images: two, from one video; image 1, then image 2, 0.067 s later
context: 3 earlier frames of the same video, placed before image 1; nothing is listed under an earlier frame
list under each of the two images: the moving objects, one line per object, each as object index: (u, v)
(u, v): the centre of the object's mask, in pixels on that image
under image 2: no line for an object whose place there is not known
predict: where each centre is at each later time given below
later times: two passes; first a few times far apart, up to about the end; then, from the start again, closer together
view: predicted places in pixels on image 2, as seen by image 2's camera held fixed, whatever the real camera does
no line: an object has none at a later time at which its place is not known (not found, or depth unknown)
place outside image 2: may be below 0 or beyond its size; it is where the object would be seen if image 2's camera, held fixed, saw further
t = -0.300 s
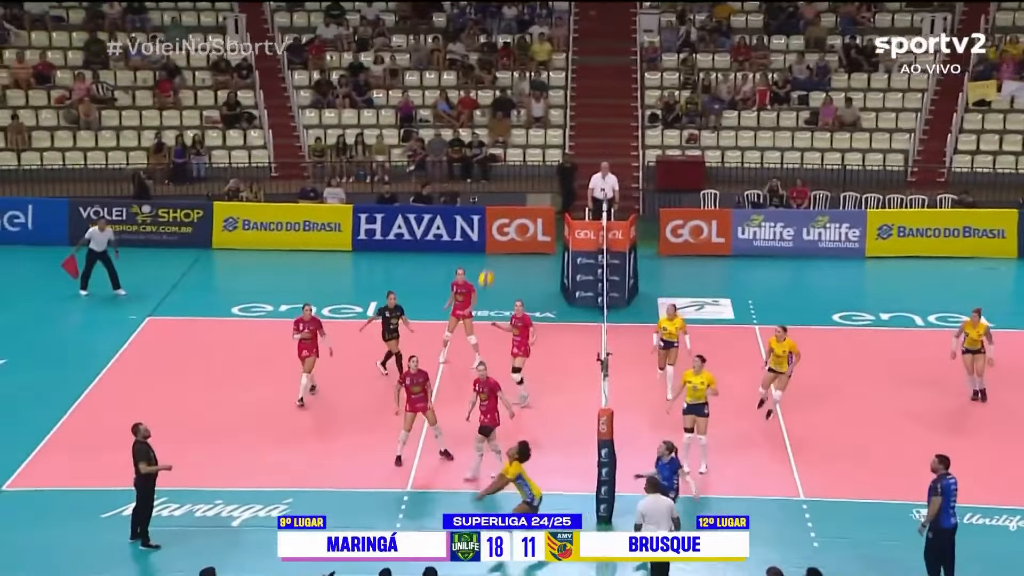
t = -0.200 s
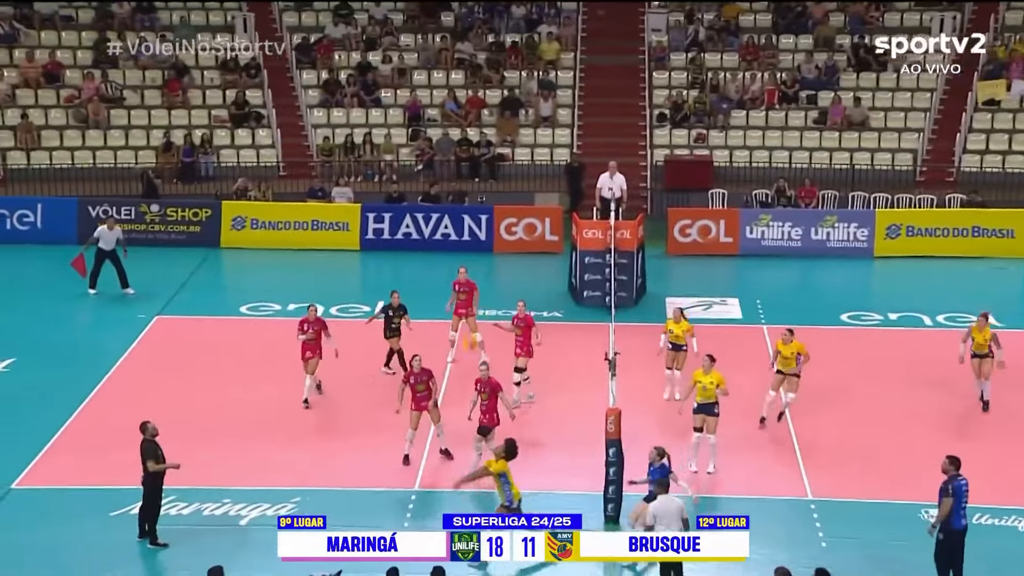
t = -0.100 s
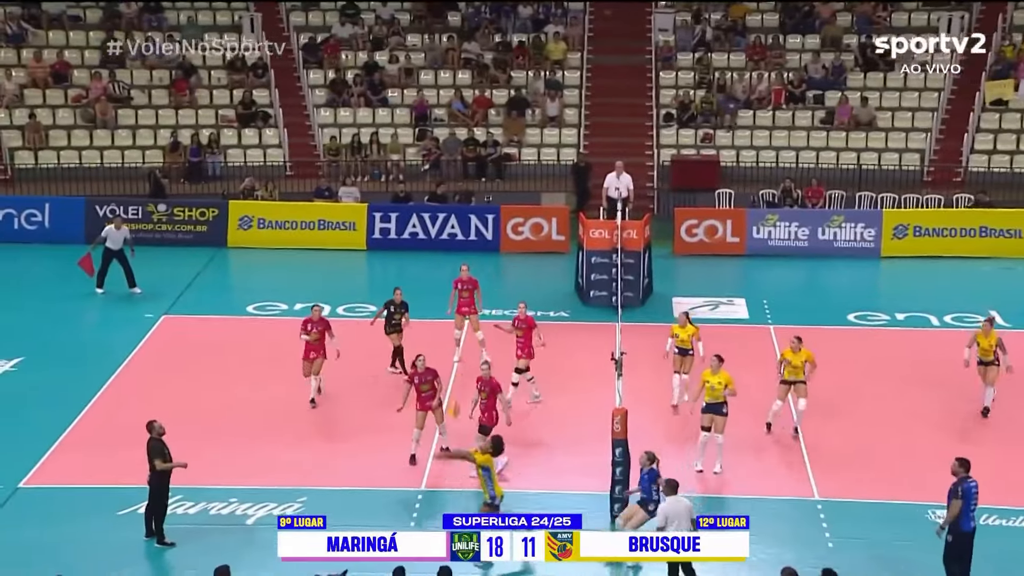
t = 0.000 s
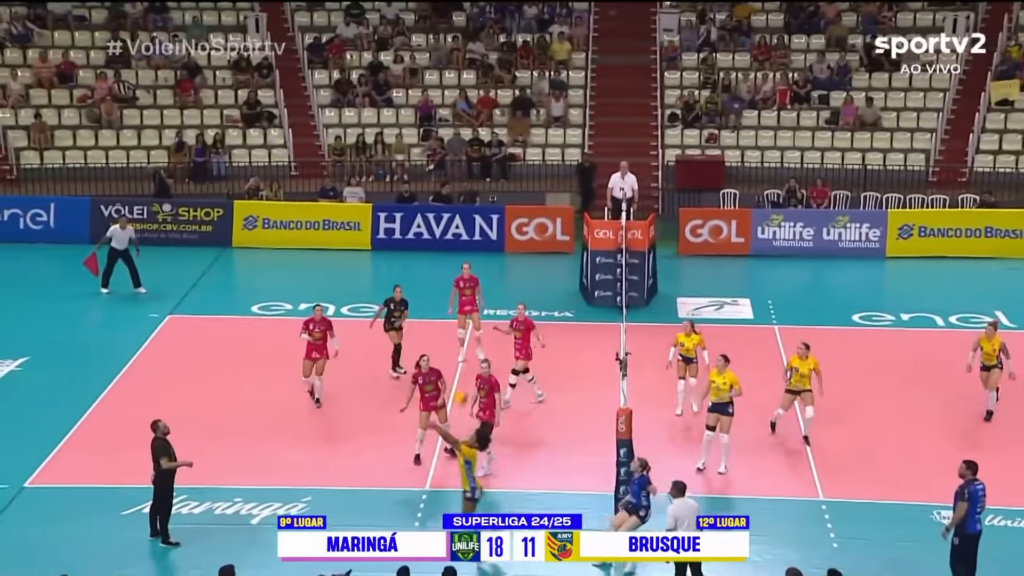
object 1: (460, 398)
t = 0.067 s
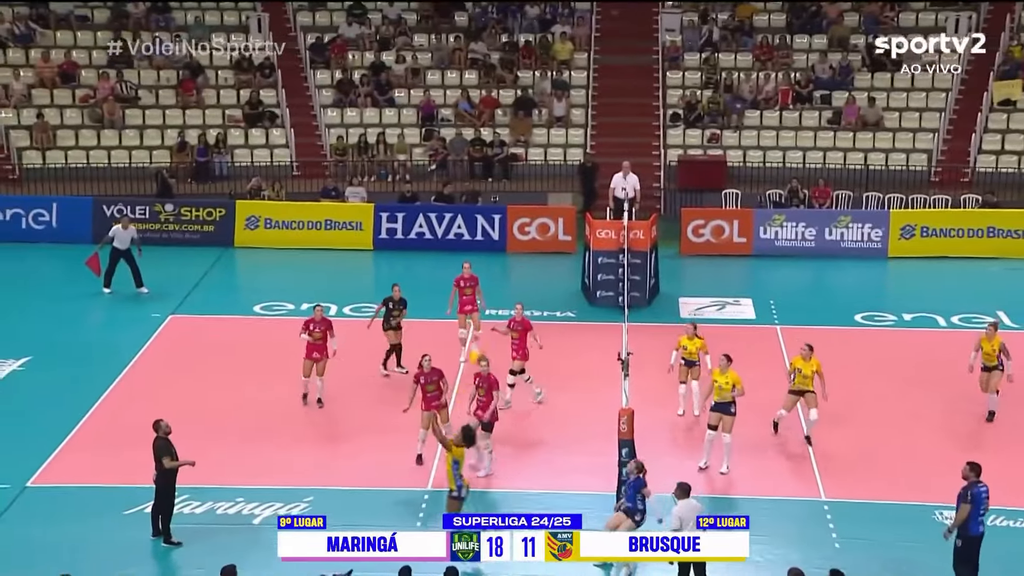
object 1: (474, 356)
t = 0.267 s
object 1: (518, 250)
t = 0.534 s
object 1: (578, 156)
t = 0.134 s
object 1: (489, 316)
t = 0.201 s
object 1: (505, 282)
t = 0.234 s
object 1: (512, 265)
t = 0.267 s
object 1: (518, 250)
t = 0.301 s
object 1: (525, 236)
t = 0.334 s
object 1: (534, 221)
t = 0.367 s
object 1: (541, 209)
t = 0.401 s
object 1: (549, 196)
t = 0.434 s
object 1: (557, 184)
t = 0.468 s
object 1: (564, 174)
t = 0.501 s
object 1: (571, 165)
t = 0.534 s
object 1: (578, 156)
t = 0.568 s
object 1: (588, 149)
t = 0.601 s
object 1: (594, 141)
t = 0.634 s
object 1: (602, 135)
